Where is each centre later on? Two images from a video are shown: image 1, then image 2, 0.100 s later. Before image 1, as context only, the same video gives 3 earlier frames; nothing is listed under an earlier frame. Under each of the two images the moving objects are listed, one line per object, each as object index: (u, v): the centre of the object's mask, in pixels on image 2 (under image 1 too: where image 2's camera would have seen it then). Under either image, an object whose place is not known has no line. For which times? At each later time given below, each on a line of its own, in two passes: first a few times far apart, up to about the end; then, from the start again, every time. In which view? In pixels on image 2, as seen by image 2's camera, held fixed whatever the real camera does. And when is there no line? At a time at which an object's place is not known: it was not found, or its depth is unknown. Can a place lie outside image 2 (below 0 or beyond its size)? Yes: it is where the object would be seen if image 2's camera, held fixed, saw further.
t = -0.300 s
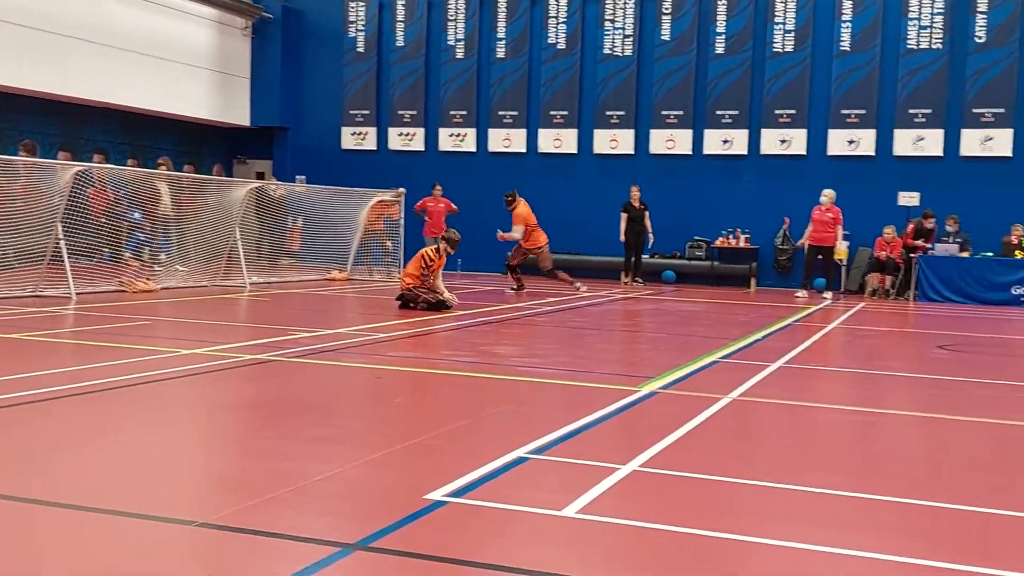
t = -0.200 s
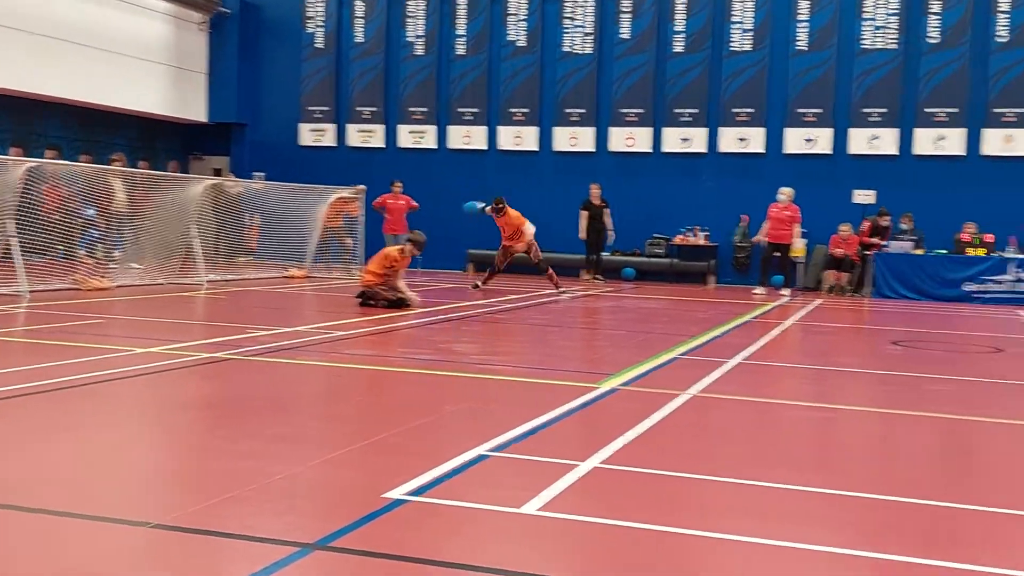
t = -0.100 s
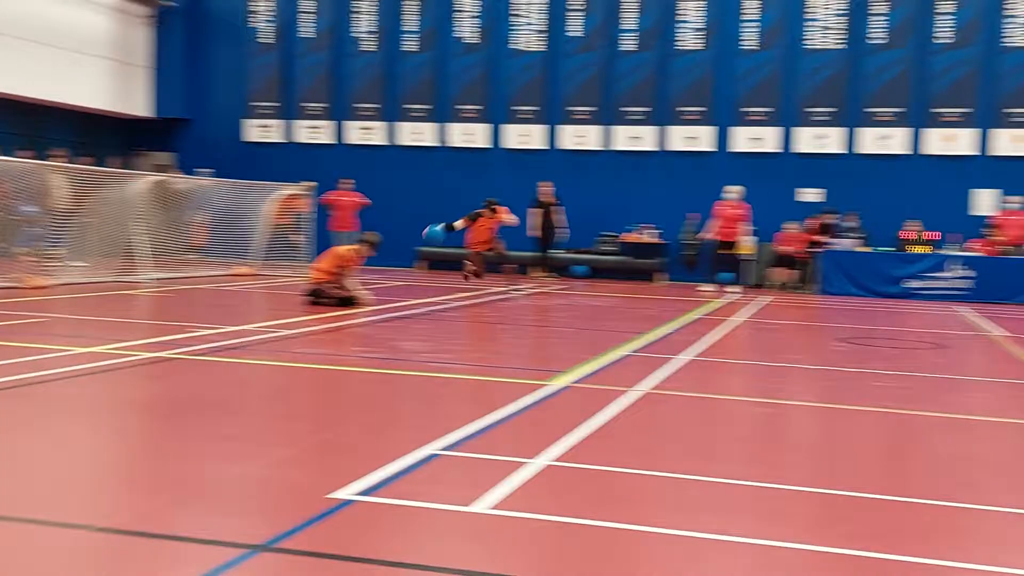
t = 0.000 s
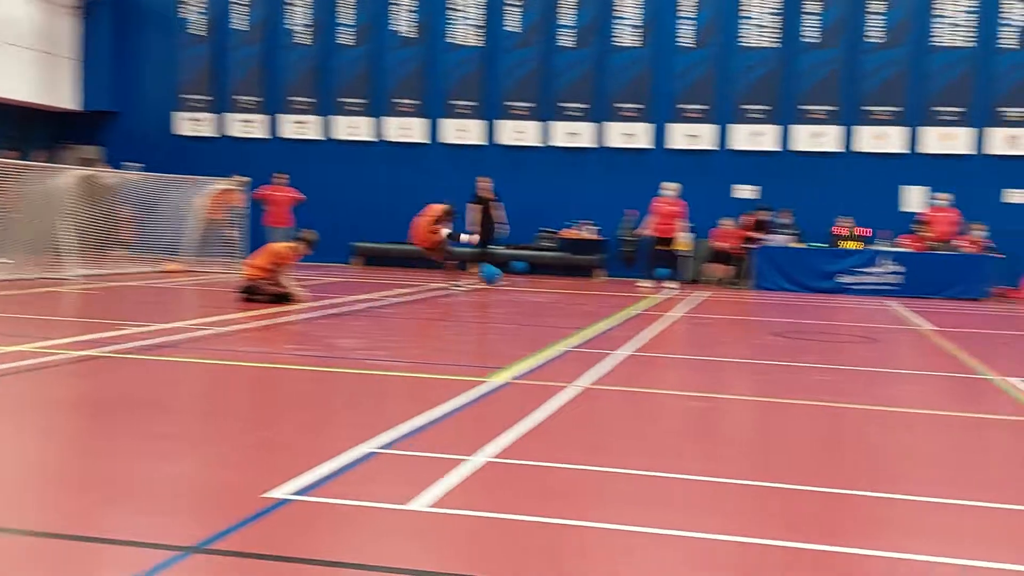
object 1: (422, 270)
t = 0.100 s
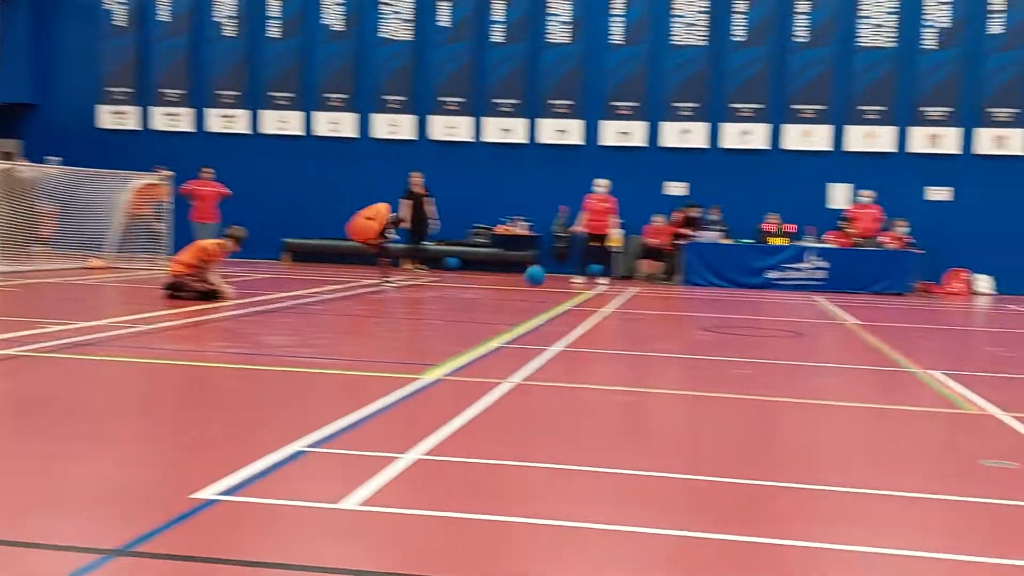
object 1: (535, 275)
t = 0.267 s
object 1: (692, 251)
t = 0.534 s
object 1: (963, 263)
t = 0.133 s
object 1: (566, 268)
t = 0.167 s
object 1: (597, 264)
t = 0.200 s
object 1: (629, 258)
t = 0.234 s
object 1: (660, 255)
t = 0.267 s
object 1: (692, 251)
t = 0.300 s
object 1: (725, 249)
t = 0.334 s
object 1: (757, 247)
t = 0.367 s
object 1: (791, 250)
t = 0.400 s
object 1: (824, 249)
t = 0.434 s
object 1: (858, 251)
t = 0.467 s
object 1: (892, 254)
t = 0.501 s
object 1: (927, 258)
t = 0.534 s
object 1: (963, 263)
